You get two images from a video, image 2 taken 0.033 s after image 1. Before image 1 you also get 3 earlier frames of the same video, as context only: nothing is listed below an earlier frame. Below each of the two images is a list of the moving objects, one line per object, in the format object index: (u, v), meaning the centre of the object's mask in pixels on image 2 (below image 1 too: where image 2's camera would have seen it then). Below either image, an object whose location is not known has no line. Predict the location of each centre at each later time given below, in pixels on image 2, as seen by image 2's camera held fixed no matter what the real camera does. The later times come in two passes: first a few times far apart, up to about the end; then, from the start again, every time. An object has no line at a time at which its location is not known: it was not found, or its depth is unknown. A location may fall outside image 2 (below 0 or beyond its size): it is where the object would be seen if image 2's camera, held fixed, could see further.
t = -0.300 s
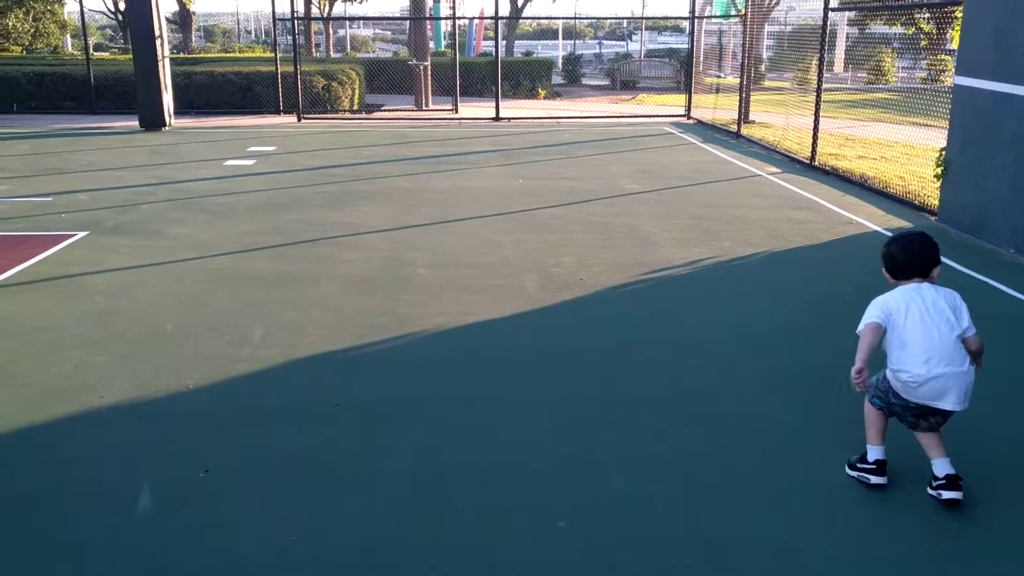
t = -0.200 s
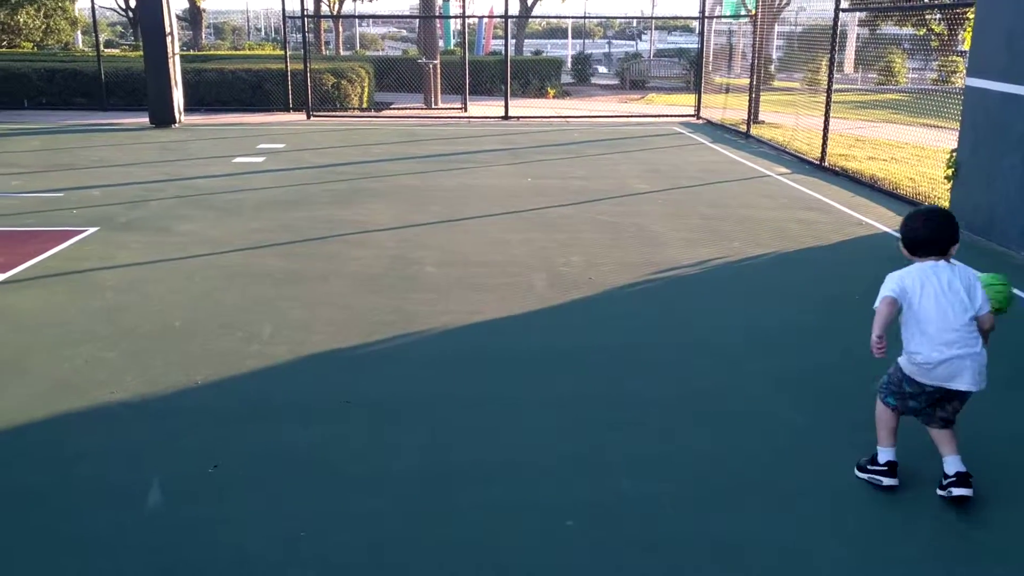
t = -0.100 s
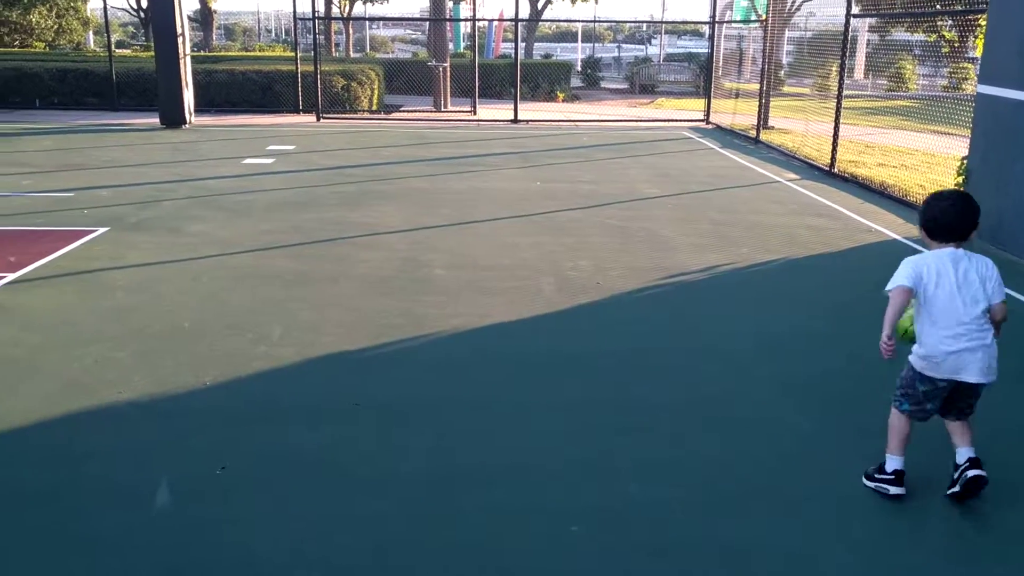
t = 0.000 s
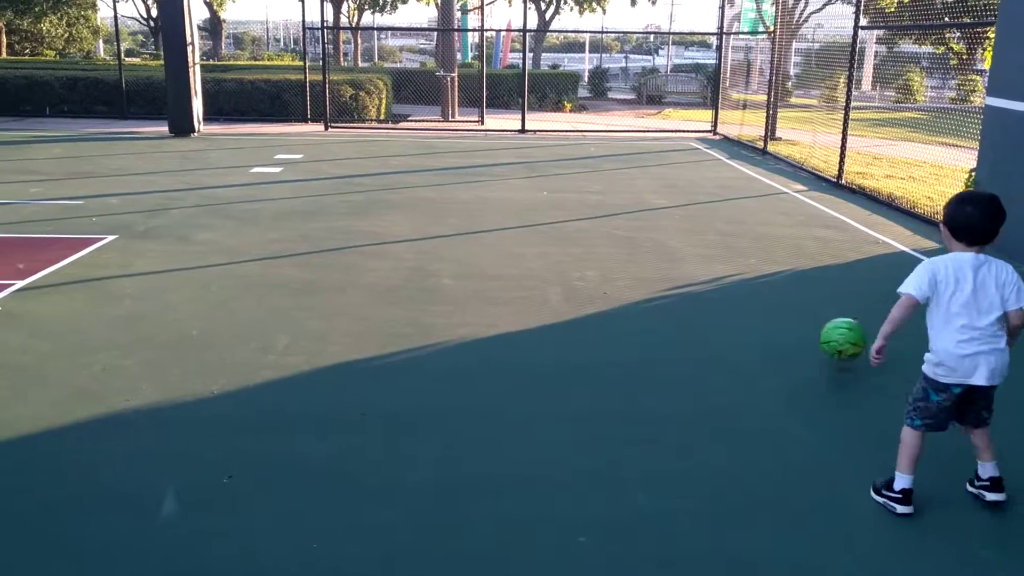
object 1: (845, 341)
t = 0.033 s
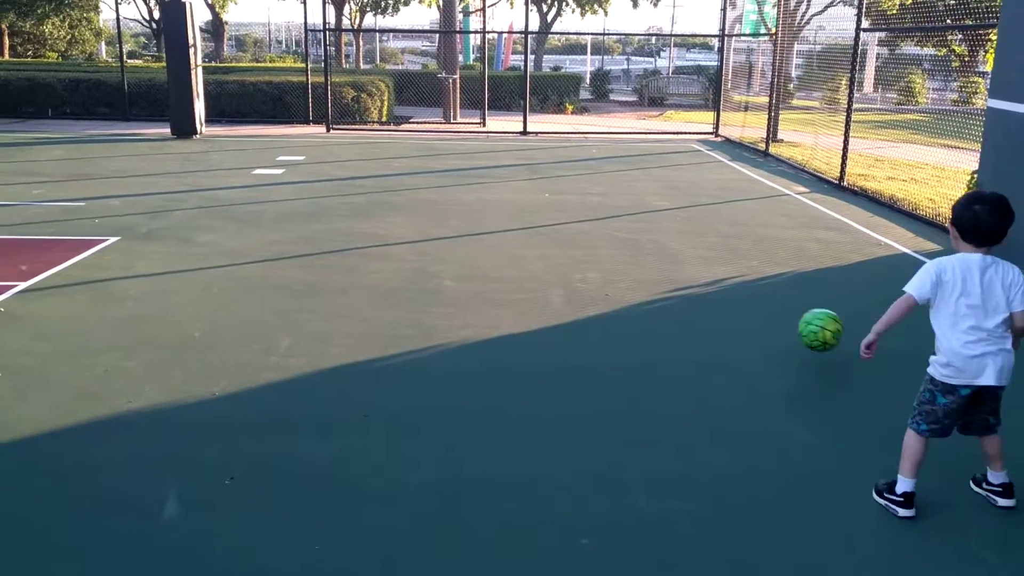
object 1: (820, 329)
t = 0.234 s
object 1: (674, 316)
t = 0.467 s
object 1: (520, 302)
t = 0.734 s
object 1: (366, 294)
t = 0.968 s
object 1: (245, 286)
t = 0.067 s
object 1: (795, 321)
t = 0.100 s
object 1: (770, 316)
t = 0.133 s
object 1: (746, 313)
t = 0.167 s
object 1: (722, 312)
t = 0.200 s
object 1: (698, 312)
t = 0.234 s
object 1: (674, 316)
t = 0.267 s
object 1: (649, 322)
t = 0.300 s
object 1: (626, 331)
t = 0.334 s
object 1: (605, 325)
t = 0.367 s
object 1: (584, 316)
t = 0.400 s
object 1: (562, 309)
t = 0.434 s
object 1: (540, 304)
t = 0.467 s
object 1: (520, 302)
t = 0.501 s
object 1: (500, 302)
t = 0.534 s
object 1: (479, 304)
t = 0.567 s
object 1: (460, 309)
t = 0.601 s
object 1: (440, 316)
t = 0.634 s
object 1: (421, 309)
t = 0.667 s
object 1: (401, 302)
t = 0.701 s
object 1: (384, 297)
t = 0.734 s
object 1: (366, 294)
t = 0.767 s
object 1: (348, 293)
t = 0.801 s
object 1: (330, 294)
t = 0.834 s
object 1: (313, 298)
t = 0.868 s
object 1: (295, 304)
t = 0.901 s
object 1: (278, 296)
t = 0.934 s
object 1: (262, 290)
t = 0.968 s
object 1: (245, 286)
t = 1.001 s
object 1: (228, 284)
